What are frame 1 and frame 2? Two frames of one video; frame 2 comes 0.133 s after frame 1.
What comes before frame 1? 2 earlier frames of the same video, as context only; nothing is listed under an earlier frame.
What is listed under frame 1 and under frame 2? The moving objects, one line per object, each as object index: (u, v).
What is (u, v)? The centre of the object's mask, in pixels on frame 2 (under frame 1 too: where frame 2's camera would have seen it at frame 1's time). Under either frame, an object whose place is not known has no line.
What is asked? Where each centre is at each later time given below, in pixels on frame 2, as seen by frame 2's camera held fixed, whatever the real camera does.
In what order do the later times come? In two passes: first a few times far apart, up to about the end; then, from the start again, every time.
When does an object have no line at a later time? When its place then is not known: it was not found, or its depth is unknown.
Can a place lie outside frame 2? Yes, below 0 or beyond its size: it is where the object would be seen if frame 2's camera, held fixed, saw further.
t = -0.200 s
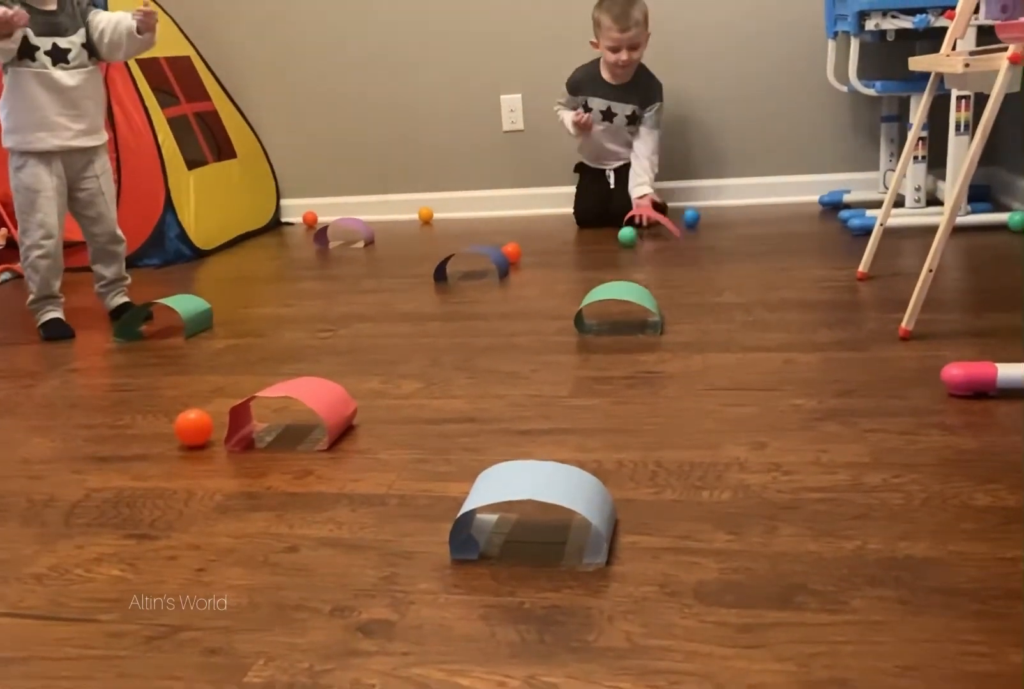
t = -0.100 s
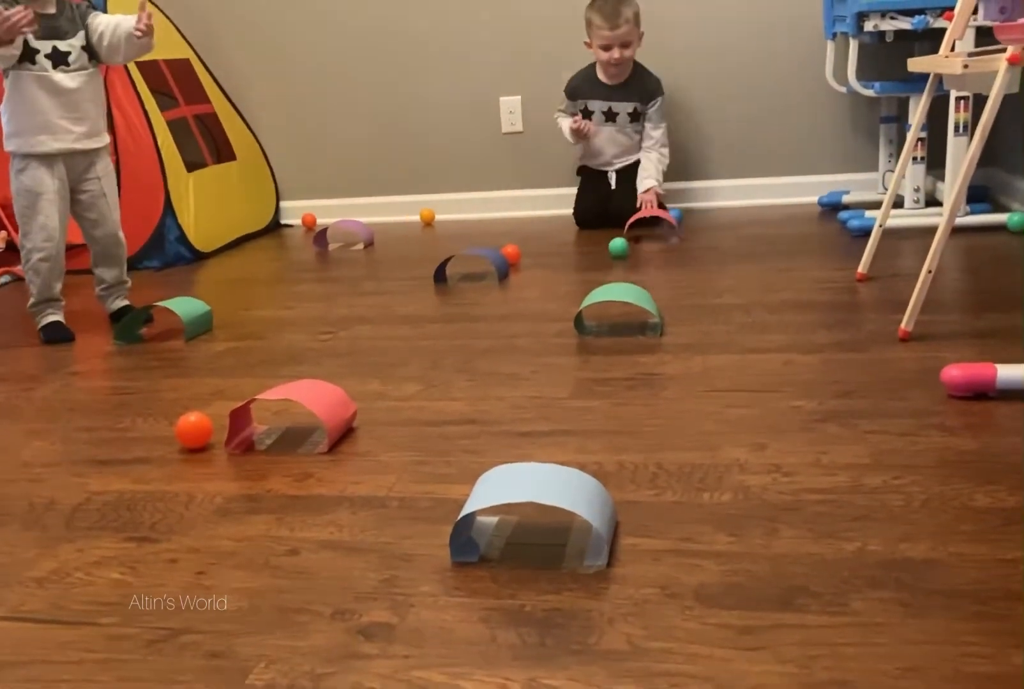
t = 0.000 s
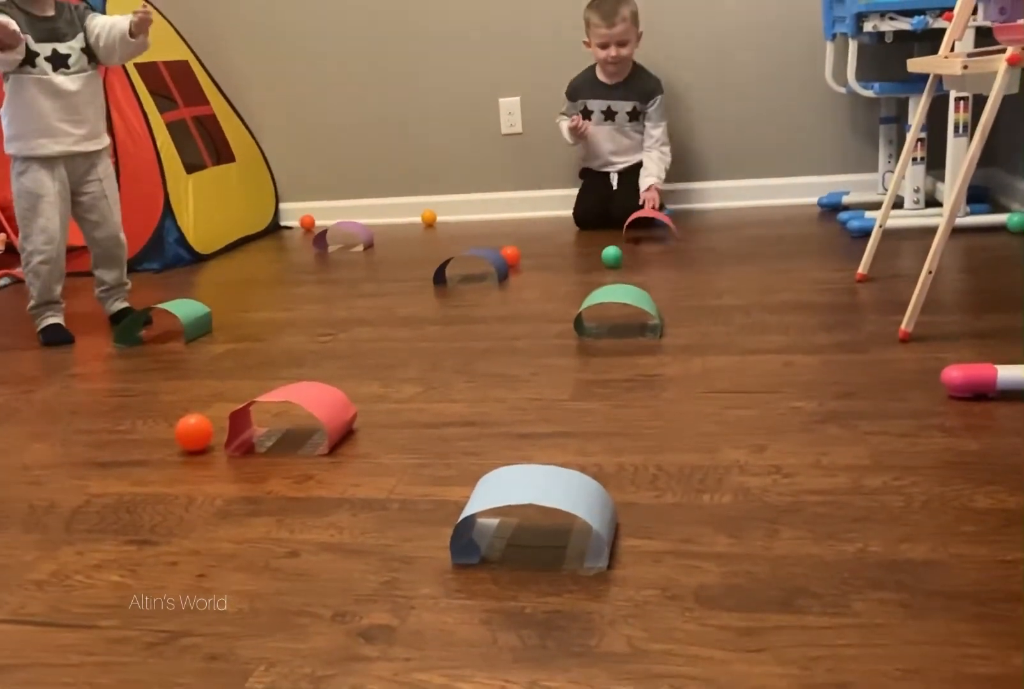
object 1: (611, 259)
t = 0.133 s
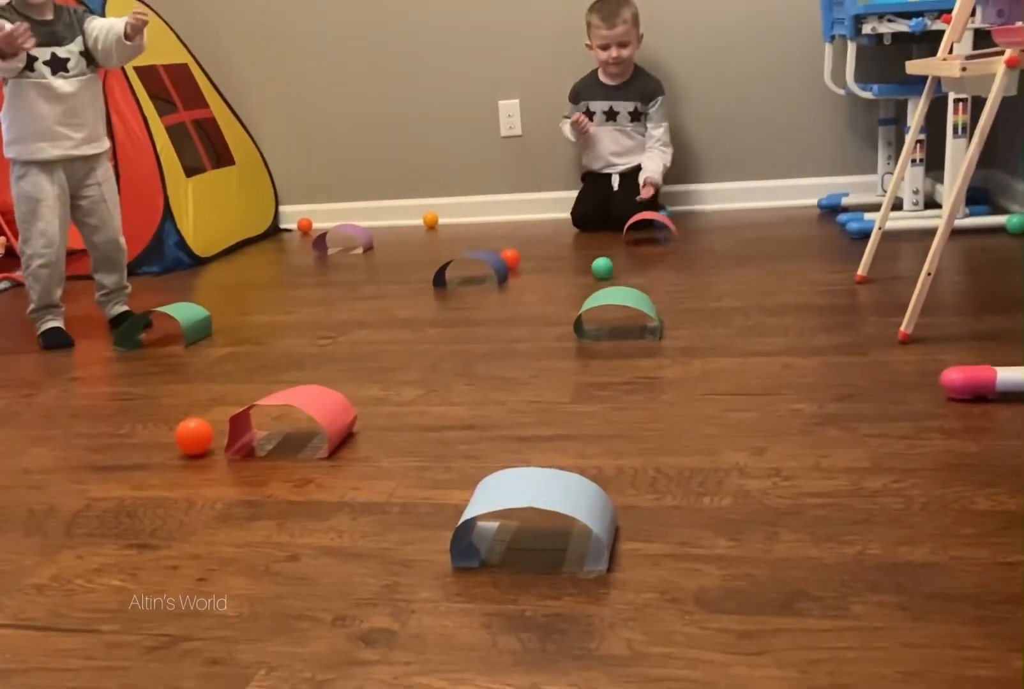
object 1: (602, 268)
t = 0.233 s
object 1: (594, 276)
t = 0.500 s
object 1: (570, 299)
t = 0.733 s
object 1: (546, 321)
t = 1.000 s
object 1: (519, 348)
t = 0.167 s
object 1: (599, 271)
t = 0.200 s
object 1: (597, 273)
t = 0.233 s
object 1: (594, 276)
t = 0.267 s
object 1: (592, 279)
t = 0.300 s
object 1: (586, 283)
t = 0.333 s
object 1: (584, 286)
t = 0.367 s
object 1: (581, 288)
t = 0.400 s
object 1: (578, 291)
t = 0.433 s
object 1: (575, 294)
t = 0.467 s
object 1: (573, 296)
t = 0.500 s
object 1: (570, 299)
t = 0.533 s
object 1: (567, 302)
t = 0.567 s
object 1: (564, 305)
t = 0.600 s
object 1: (561, 308)
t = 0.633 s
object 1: (558, 311)
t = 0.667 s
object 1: (555, 311)
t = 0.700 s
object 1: (549, 319)
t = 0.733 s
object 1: (546, 321)
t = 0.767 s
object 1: (543, 325)
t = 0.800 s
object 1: (540, 329)
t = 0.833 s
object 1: (537, 332)
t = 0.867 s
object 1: (534, 335)
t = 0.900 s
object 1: (530, 339)
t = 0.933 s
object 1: (526, 342)
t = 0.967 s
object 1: (523, 345)
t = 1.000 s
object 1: (519, 348)
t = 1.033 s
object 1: (516, 351)
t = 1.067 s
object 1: (513, 355)
